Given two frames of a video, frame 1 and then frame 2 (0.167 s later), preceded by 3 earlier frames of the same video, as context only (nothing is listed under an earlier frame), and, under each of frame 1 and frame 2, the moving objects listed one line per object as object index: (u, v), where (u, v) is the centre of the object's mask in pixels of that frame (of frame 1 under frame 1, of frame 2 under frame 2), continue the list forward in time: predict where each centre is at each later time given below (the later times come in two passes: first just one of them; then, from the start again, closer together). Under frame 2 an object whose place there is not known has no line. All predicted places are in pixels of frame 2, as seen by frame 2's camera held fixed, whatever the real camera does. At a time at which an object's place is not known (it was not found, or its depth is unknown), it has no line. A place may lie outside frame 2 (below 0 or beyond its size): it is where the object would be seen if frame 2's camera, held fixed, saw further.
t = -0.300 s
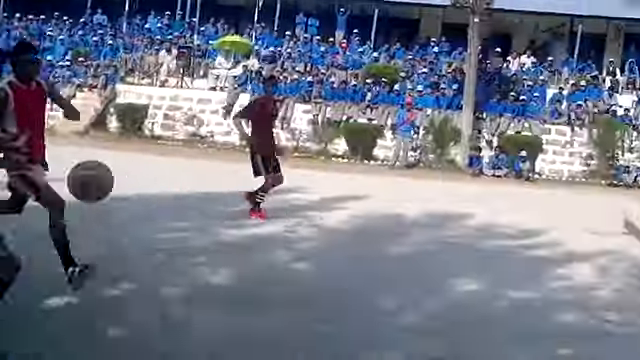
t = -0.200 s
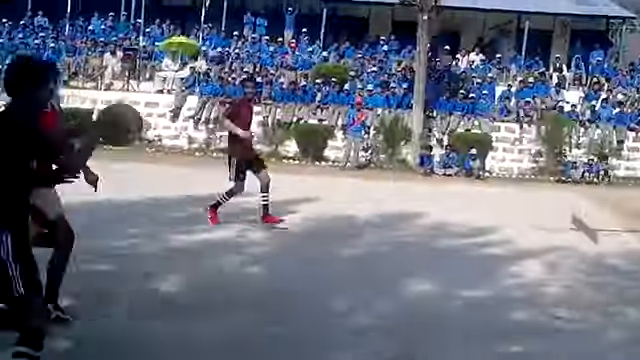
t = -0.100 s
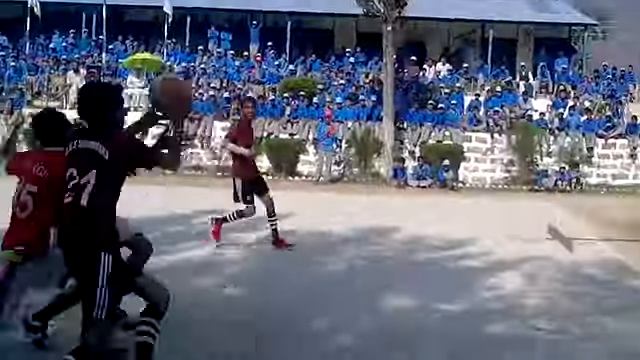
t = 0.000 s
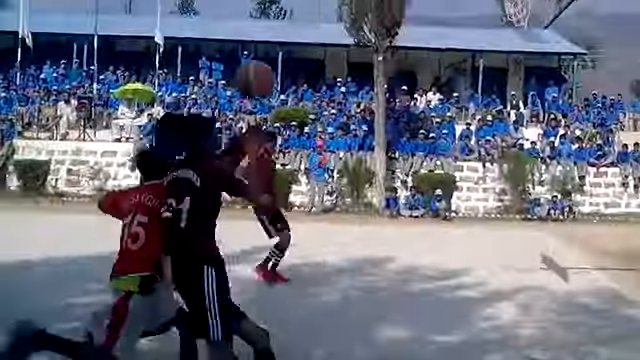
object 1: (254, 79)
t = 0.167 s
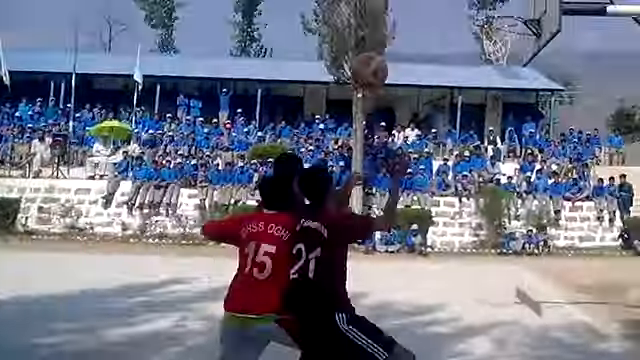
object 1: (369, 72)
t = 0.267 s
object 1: (433, 72)
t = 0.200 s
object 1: (392, 70)
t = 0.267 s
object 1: (433, 72)
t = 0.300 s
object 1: (458, 70)
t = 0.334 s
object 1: (477, 72)
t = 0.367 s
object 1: (497, 79)
